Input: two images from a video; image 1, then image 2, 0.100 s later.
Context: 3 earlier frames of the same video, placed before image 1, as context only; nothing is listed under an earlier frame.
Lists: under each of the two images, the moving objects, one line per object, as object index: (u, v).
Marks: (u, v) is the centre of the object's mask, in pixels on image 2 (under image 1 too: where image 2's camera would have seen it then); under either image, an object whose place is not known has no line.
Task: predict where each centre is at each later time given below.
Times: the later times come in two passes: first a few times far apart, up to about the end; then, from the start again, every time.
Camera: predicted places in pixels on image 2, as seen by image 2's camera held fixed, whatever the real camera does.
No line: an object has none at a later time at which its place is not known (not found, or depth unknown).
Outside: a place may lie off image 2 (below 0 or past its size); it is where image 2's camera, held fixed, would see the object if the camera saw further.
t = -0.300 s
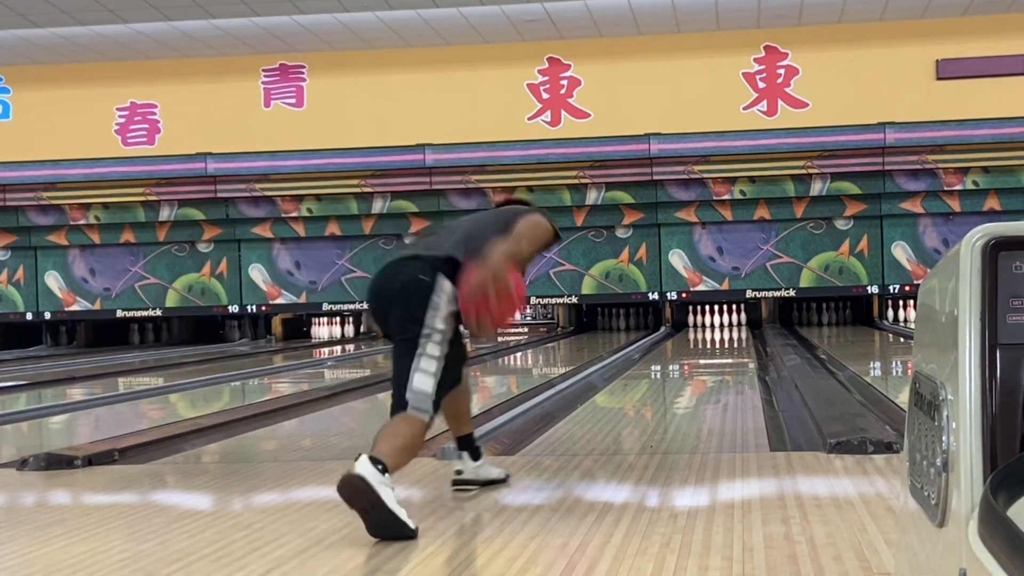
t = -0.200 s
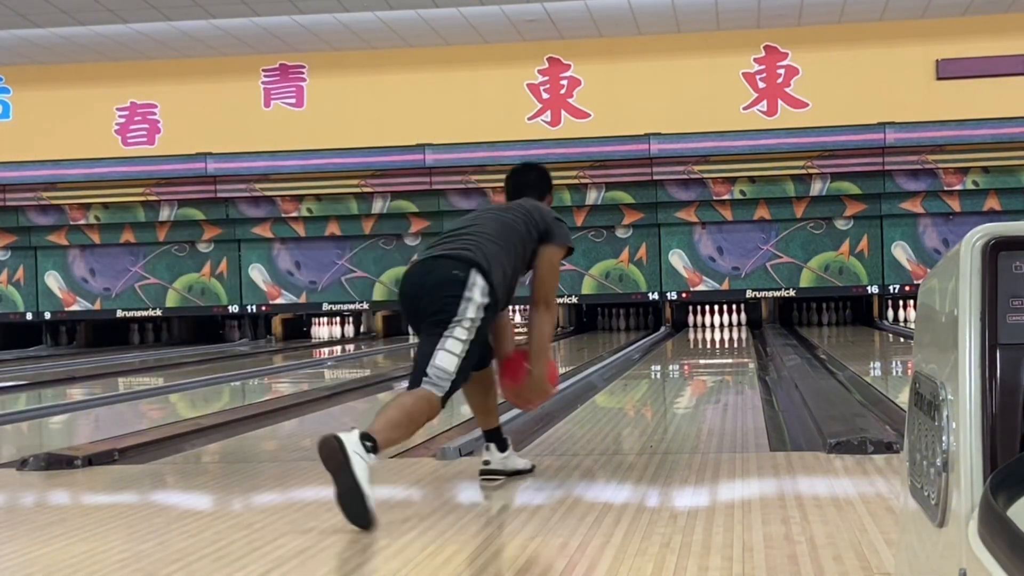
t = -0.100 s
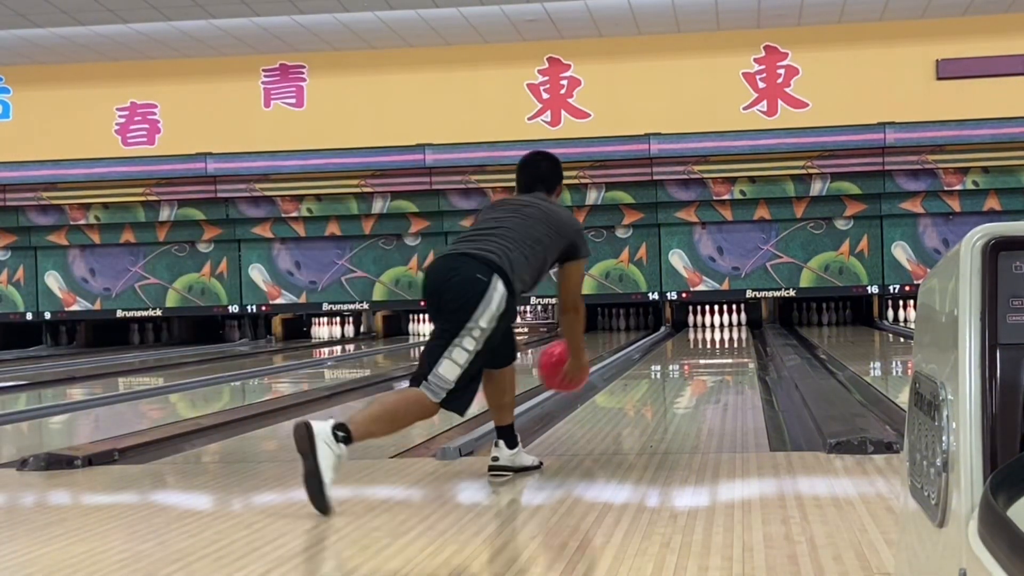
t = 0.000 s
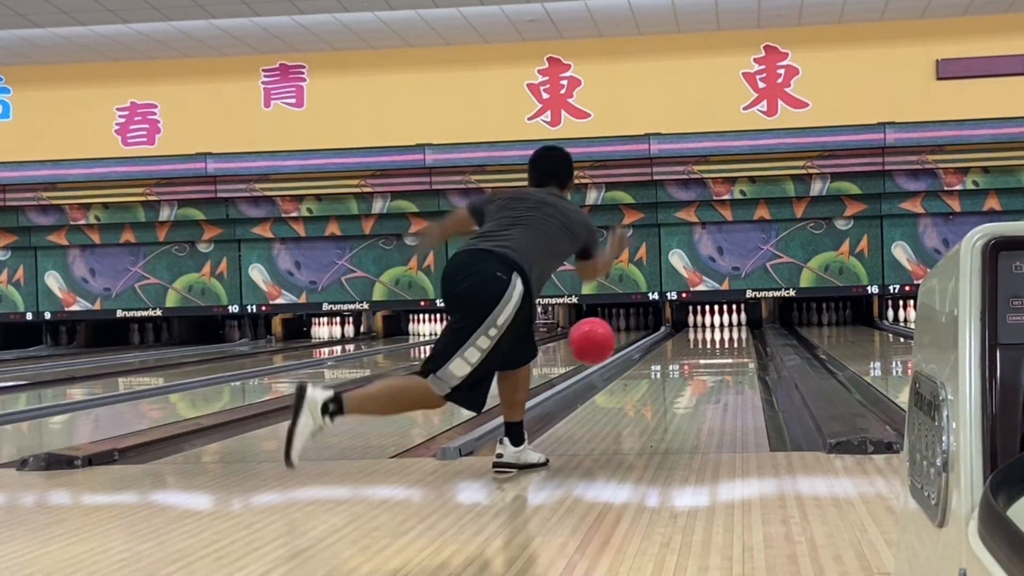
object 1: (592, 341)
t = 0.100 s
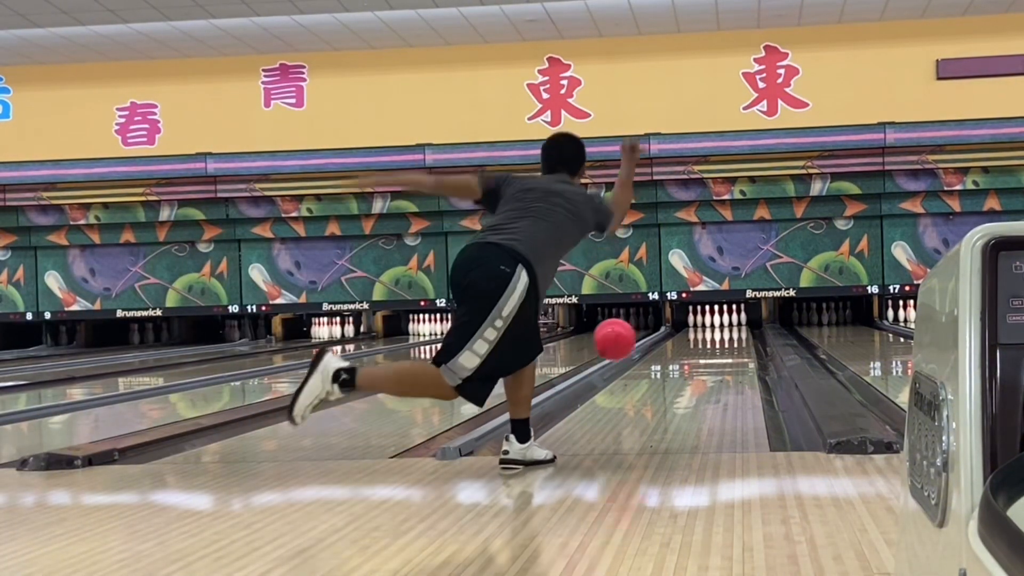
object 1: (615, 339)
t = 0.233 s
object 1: (640, 364)
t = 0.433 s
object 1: (667, 373)
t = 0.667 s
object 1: (688, 360)
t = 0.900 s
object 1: (702, 350)
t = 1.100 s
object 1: (712, 344)
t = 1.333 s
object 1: (720, 338)
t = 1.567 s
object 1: (725, 333)
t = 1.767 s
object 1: (728, 330)
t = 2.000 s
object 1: (728, 326)
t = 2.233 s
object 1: (727, 324)
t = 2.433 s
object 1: (724, 322)
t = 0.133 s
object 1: (621, 343)
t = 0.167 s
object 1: (628, 348)
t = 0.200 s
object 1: (633, 355)
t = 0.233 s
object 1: (640, 364)
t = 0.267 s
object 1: (645, 374)
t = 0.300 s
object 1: (650, 382)
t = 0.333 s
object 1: (655, 376)
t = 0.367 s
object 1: (658, 373)
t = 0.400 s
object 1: (663, 372)
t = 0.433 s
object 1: (667, 373)
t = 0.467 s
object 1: (671, 370)
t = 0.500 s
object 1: (674, 368)
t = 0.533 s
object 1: (677, 366)
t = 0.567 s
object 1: (680, 365)
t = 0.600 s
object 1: (683, 363)
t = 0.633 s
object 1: (685, 361)
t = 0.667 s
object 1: (688, 360)
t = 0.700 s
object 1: (691, 358)
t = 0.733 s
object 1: (693, 357)
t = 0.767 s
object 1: (695, 355)
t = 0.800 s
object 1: (697, 354)
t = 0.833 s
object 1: (700, 352)
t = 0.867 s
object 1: (701, 351)
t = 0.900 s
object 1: (702, 350)
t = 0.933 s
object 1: (704, 349)
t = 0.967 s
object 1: (706, 348)
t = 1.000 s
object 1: (708, 347)
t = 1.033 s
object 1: (709, 346)
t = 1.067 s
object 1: (711, 345)
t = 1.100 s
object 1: (712, 344)
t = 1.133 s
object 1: (713, 343)
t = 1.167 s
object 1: (714, 342)
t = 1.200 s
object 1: (715, 341)
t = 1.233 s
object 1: (717, 341)
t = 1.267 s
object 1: (718, 340)
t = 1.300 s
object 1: (719, 339)
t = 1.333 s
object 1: (720, 338)
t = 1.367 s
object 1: (721, 337)
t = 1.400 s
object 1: (721, 337)
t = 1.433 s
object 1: (722, 336)
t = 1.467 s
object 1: (723, 335)
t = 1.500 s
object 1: (724, 334)
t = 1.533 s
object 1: (724, 334)
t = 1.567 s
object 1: (725, 333)
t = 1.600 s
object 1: (726, 333)
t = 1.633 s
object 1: (726, 331)
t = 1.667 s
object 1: (727, 331)
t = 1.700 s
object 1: (727, 331)
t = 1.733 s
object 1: (727, 330)
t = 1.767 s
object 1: (728, 330)
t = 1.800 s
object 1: (728, 329)
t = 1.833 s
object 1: (728, 329)
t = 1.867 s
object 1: (728, 328)
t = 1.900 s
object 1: (728, 328)
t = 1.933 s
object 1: (728, 327)
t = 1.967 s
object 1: (728, 327)
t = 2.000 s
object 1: (728, 326)
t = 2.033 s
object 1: (728, 326)
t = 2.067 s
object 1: (728, 326)
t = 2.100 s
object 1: (728, 325)
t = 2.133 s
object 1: (728, 325)
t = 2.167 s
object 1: (728, 325)
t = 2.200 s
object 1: (728, 324)
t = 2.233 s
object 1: (727, 324)
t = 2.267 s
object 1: (727, 324)
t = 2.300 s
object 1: (726, 324)
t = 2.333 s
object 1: (726, 324)
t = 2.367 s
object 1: (725, 323)
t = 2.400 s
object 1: (725, 322)
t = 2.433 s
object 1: (724, 322)
